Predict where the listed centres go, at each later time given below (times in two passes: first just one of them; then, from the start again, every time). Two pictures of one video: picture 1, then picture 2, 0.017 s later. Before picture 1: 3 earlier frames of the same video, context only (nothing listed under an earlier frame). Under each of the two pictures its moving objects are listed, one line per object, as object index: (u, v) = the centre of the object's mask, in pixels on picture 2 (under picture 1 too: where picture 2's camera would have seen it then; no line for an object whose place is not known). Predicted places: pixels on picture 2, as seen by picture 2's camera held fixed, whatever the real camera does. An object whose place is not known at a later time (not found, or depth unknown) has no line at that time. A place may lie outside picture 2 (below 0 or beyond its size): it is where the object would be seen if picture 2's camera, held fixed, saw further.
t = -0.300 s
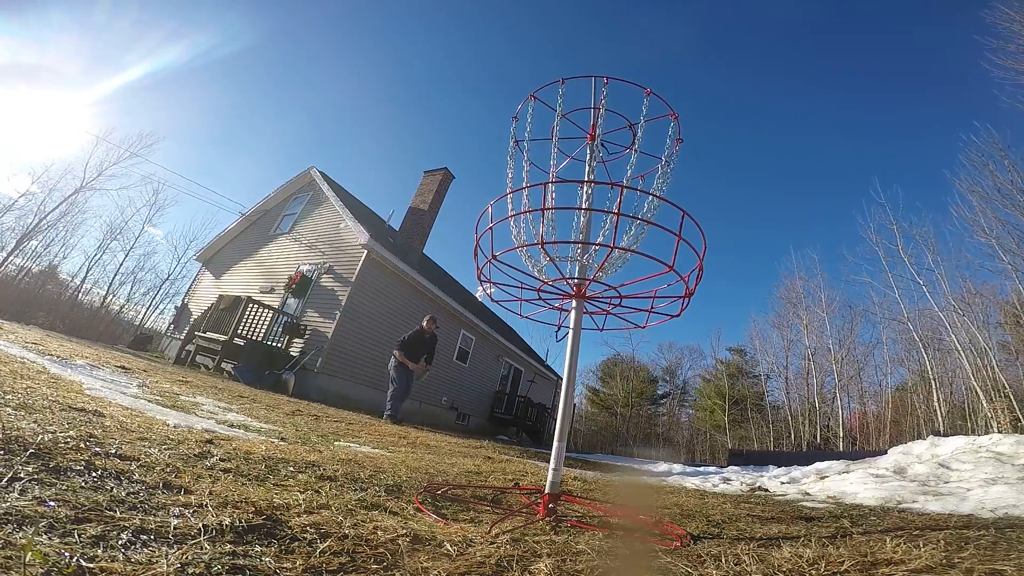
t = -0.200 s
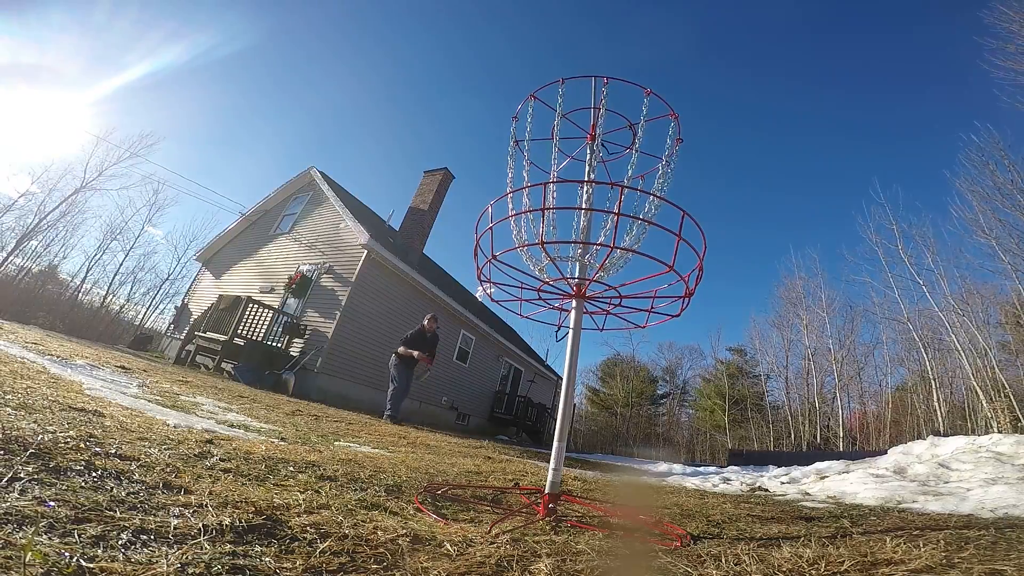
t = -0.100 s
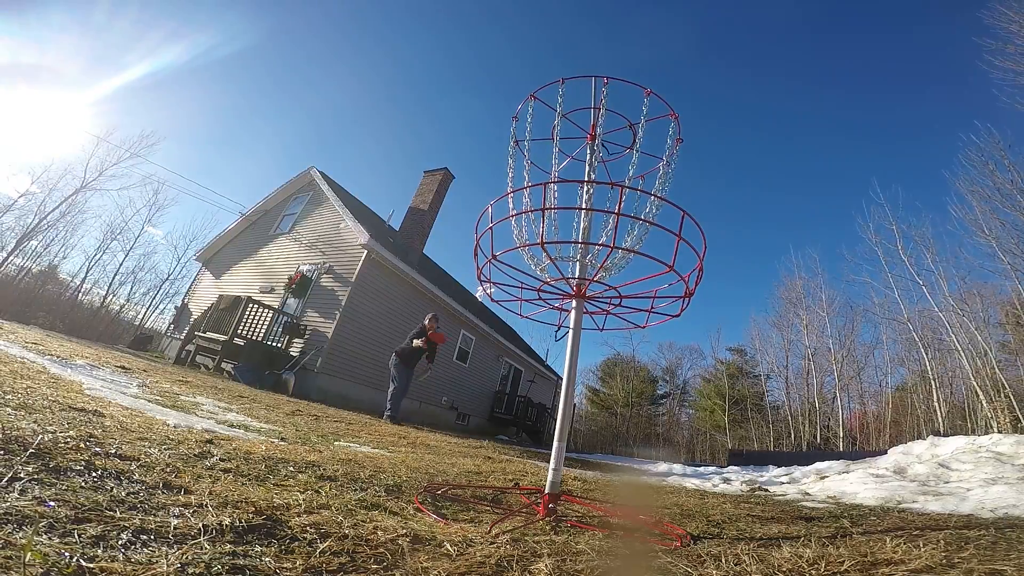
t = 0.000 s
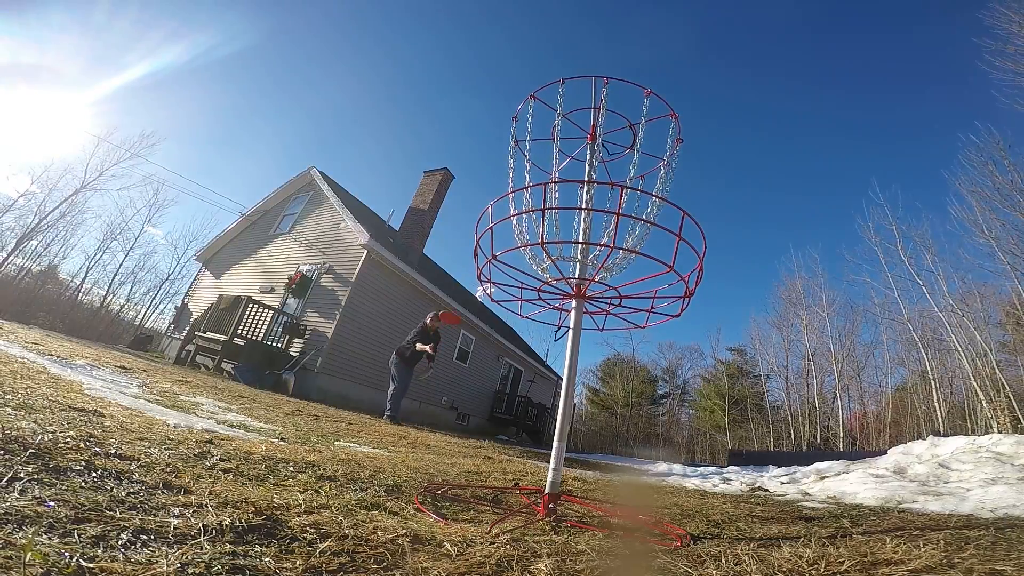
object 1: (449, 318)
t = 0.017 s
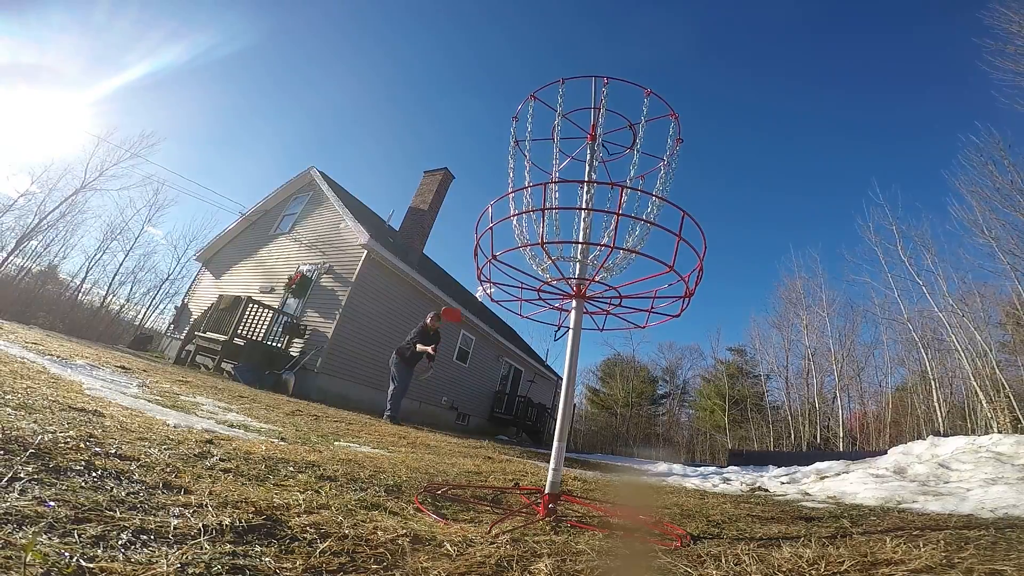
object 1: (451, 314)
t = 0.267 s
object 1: (509, 257)
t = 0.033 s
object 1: (454, 311)
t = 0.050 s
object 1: (457, 308)
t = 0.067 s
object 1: (459, 304)
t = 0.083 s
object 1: (463, 300)
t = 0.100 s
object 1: (464, 297)
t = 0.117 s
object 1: (468, 294)
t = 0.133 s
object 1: (472, 290)
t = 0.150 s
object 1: (475, 286)
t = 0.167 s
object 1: (479, 281)
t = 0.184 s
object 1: (484, 277)
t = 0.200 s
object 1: (489, 274)
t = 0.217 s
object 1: (492, 270)
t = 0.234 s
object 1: (498, 266)
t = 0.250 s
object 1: (504, 261)
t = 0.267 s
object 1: (509, 257)
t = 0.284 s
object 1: (512, 254)
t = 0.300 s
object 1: (520, 249)
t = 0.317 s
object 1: (530, 244)
